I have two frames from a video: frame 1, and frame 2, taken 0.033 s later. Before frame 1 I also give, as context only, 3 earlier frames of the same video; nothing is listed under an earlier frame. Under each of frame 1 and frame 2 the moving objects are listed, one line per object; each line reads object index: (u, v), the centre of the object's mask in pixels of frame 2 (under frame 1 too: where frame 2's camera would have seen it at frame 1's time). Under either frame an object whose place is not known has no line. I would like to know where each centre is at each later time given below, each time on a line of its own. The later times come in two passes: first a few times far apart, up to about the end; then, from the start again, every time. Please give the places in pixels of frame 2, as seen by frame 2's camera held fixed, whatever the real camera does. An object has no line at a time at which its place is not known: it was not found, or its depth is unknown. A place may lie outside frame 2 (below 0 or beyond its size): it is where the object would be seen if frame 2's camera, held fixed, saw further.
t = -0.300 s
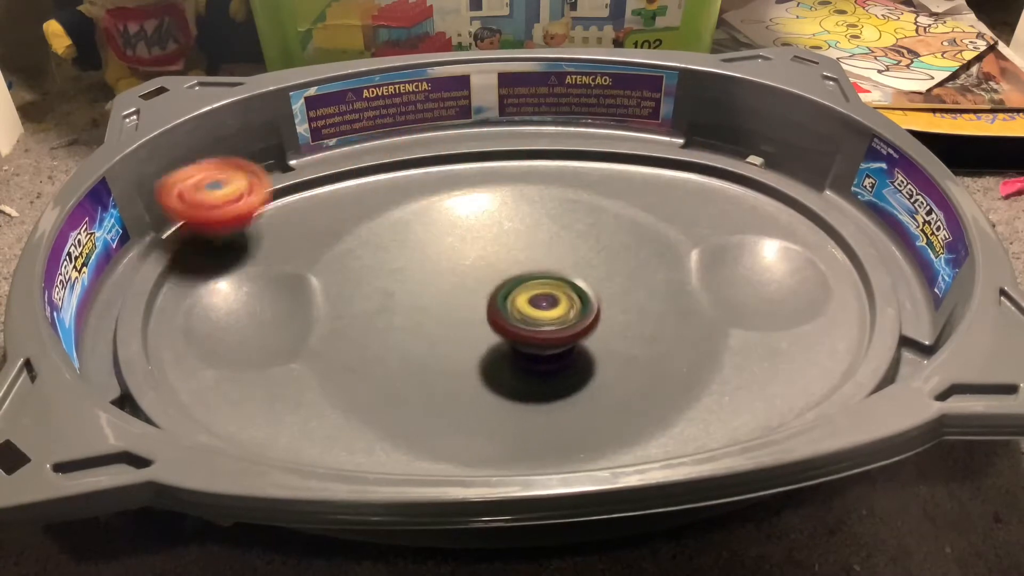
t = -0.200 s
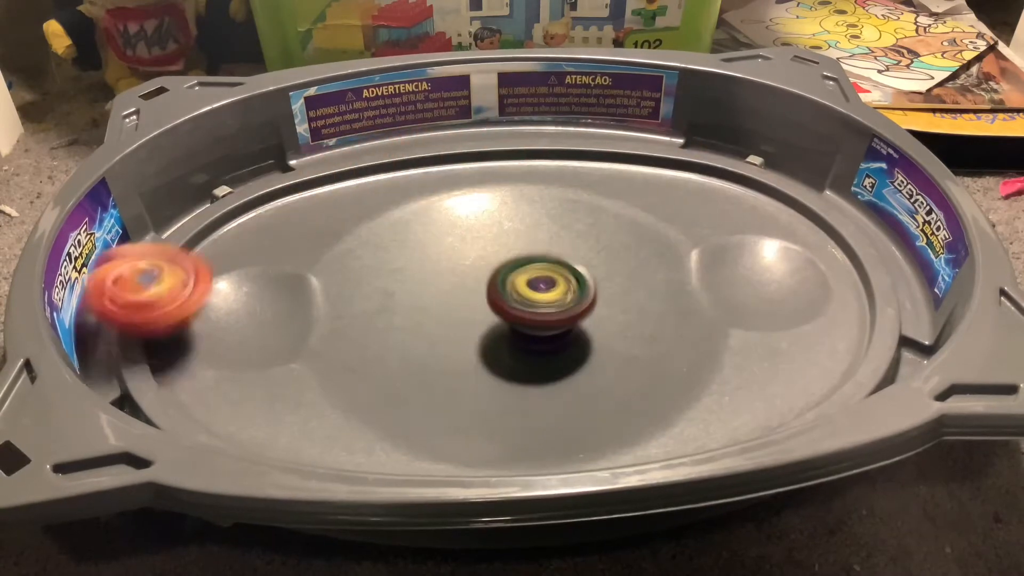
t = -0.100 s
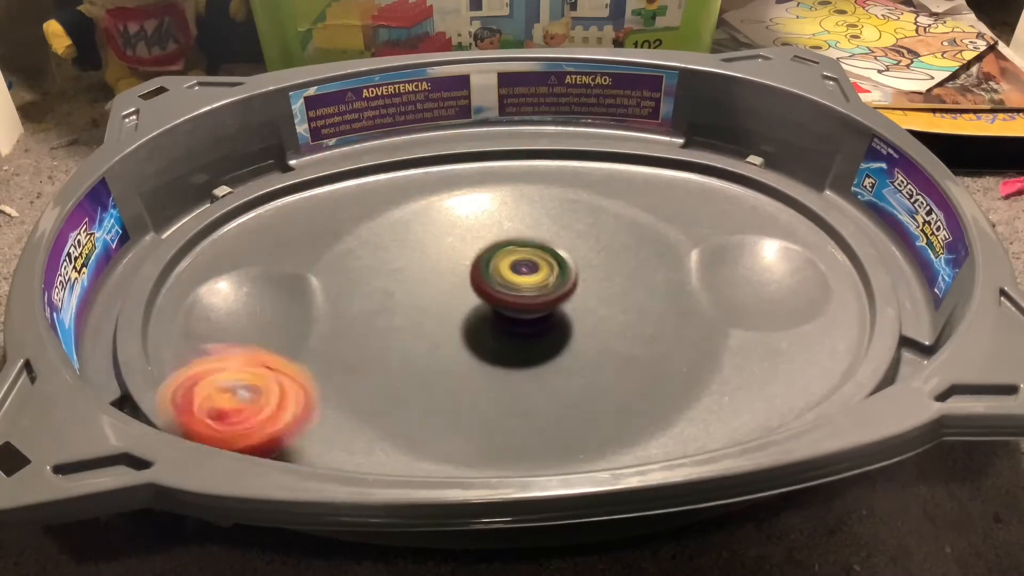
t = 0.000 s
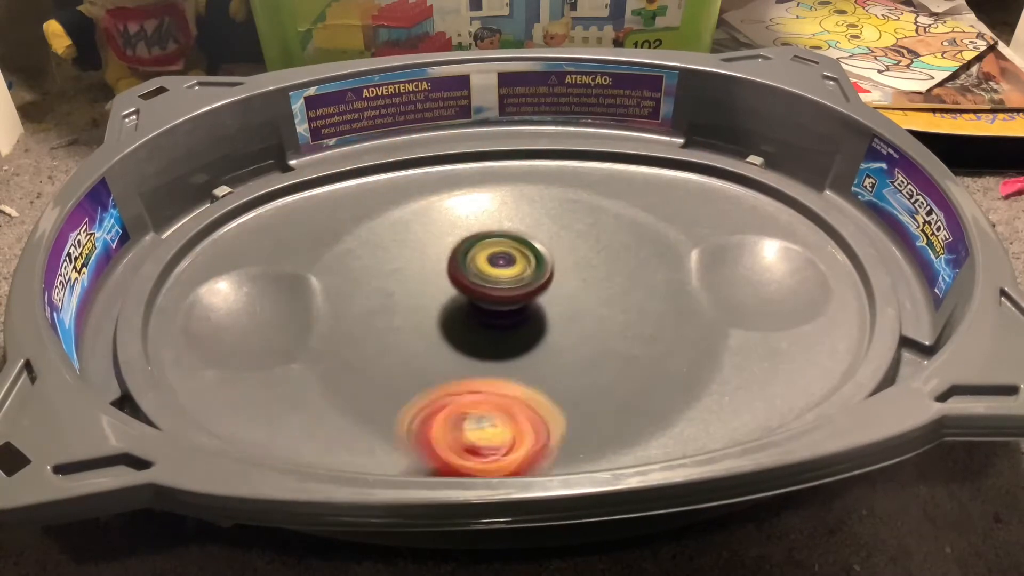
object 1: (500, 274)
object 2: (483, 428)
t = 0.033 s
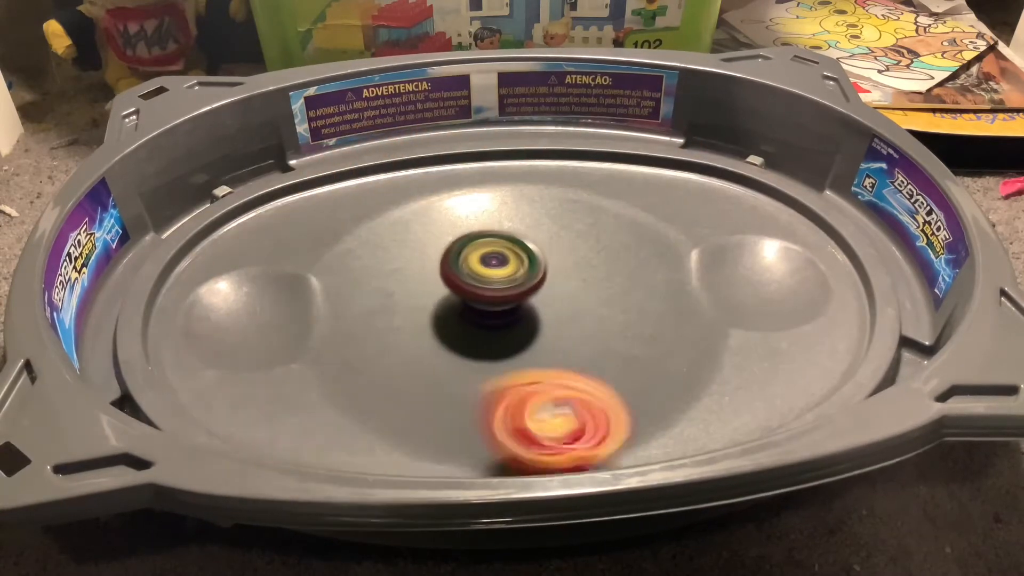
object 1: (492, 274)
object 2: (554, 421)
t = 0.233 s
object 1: (473, 285)
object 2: (751, 265)
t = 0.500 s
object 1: (509, 304)
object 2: (689, 150)
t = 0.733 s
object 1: (537, 294)
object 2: (512, 156)
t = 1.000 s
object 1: (526, 291)
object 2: (369, 338)
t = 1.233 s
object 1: (509, 306)
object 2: (657, 393)
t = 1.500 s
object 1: (512, 308)
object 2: (733, 317)
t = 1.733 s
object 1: (502, 293)
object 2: (627, 217)
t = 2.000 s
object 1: (502, 291)
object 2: (356, 241)
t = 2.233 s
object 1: (519, 288)
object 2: (312, 339)
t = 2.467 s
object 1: (522, 285)
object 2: (530, 374)
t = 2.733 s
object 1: (495, 257)
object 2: (654, 248)
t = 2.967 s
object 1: (396, 294)
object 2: (562, 210)
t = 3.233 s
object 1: (408, 348)
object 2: (560, 309)
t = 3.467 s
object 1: (522, 322)
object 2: (660, 312)
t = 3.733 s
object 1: (507, 211)
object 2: (645, 301)
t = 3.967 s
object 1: (457, 189)
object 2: (557, 354)
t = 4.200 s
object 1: (477, 268)
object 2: (447, 354)
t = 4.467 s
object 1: (568, 311)
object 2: (455, 321)
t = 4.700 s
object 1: (585, 334)
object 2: (551, 276)
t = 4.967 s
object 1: (512, 316)
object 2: (582, 272)
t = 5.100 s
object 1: (469, 288)
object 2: (566, 304)
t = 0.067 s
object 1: (486, 275)
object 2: (616, 402)
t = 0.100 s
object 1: (481, 276)
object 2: (667, 378)
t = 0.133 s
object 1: (478, 278)
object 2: (701, 351)
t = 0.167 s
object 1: (475, 280)
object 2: (724, 316)
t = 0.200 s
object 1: (474, 282)
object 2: (741, 285)
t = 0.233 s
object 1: (473, 285)
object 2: (751, 265)
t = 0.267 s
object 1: (474, 288)
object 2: (767, 242)
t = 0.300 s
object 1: (475, 291)
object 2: (777, 209)
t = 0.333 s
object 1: (478, 294)
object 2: (778, 188)
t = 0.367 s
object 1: (482, 296)
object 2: (776, 171)
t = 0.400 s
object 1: (487, 299)
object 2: (761, 148)
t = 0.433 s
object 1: (493, 301)
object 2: (744, 140)
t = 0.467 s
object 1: (500, 303)
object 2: (719, 147)
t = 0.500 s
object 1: (509, 304)
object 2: (689, 150)
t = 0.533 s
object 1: (516, 304)
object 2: (661, 149)
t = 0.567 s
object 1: (523, 302)
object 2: (635, 146)
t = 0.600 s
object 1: (527, 300)
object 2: (611, 144)
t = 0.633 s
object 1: (529, 298)
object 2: (587, 145)
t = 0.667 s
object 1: (532, 296)
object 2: (565, 146)
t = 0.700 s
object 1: (535, 295)
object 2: (541, 150)
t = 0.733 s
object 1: (537, 294)
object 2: (512, 156)
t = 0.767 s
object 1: (538, 293)
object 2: (478, 168)
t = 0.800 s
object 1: (539, 292)
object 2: (443, 182)
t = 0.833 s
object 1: (539, 291)
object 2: (411, 202)
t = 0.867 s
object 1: (538, 290)
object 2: (385, 225)
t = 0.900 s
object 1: (536, 290)
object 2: (367, 252)
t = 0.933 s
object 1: (533, 290)
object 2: (357, 282)
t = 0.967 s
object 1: (530, 290)
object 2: (357, 311)
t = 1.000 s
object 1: (526, 291)
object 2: (369, 338)
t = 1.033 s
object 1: (523, 292)
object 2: (391, 364)
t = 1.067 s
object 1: (519, 294)
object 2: (426, 385)
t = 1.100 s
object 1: (516, 296)
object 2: (470, 399)
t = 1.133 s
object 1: (513, 299)
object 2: (520, 407)
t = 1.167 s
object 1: (511, 301)
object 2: (571, 407)
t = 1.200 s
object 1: (509, 304)
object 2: (620, 402)
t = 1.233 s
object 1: (509, 306)
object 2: (657, 393)
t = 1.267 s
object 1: (509, 308)
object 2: (681, 383)
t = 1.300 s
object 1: (509, 309)
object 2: (700, 374)
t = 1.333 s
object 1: (509, 310)
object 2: (712, 365)
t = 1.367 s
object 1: (510, 310)
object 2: (722, 357)
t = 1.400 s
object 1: (511, 310)
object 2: (729, 347)
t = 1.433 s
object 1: (511, 310)
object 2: (734, 339)
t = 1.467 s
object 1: (512, 309)
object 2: (734, 329)
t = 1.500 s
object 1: (512, 308)
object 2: (733, 317)
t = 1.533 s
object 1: (513, 306)
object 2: (730, 304)
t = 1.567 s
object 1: (513, 304)
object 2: (725, 288)
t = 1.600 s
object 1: (512, 302)
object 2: (714, 273)
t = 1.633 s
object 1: (510, 299)
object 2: (703, 256)
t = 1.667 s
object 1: (507, 296)
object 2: (685, 241)
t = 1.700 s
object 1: (505, 295)
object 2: (657, 229)
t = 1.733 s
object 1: (502, 293)
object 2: (627, 217)
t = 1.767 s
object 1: (501, 292)
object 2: (592, 209)
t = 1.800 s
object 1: (500, 292)
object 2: (556, 204)
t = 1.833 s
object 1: (499, 291)
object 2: (520, 202)
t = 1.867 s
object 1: (498, 292)
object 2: (482, 203)
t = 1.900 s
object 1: (498, 292)
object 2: (445, 208)
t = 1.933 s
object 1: (499, 292)
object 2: (411, 216)
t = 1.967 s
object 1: (500, 292)
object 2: (383, 227)
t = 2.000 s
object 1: (502, 291)
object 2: (356, 241)
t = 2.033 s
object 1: (504, 292)
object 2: (335, 258)
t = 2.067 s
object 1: (507, 292)
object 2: (317, 281)
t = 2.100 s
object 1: (510, 291)
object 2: (304, 297)
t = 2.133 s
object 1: (513, 290)
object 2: (299, 307)
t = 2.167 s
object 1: (515, 290)
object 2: (303, 316)
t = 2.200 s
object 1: (517, 289)
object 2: (305, 327)
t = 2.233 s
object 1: (519, 288)
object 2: (312, 339)
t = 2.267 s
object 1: (520, 287)
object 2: (323, 348)
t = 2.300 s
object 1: (521, 286)
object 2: (340, 355)
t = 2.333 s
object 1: (522, 286)
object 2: (366, 365)
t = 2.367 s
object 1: (522, 287)
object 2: (404, 376)
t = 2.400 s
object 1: (522, 287)
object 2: (451, 382)
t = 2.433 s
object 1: (522, 288)
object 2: (495, 382)
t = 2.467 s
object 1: (522, 285)
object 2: (530, 374)
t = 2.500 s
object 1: (521, 284)
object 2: (561, 359)
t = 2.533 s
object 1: (521, 284)
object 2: (585, 350)
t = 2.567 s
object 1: (519, 281)
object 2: (613, 338)
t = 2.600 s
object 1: (515, 271)
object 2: (636, 322)
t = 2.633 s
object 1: (511, 269)
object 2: (652, 307)
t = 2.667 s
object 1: (506, 262)
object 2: (661, 287)
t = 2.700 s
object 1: (500, 259)
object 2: (663, 268)
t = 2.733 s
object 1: (495, 257)
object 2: (654, 248)
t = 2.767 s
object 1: (489, 258)
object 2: (636, 234)
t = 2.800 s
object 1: (485, 258)
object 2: (610, 224)
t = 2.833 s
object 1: (481, 262)
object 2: (581, 221)
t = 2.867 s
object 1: (460, 270)
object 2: (572, 218)
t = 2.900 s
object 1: (431, 279)
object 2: (572, 212)
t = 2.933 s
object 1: (411, 287)
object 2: (566, 209)
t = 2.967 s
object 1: (396, 294)
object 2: (562, 210)
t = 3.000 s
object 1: (384, 302)
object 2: (556, 212)
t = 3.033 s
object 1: (375, 309)
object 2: (547, 221)
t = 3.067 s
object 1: (370, 317)
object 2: (541, 233)
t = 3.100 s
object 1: (369, 324)
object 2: (538, 246)
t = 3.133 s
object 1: (373, 331)
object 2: (537, 264)
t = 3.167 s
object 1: (381, 338)
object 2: (542, 282)
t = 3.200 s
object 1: (393, 343)
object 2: (548, 296)
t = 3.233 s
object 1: (408, 348)
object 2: (560, 309)
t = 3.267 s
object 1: (424, 351)
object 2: (577, 320)
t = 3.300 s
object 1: (442, 351)
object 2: (589, 326)
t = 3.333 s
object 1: (463, 350)
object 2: (607, 329)
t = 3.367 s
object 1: (483, 347)
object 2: (623, 329)
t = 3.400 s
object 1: (501, 341)
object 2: (634, 325)
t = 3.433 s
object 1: (518, 334)
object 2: (649, 321)
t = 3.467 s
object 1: (522, 322)
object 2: (660, 312)
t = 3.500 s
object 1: (529, 309)
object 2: (669, 307)
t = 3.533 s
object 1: (537, 295)
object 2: (677, 298)
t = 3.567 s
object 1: (543, 283)
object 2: (678, 288)
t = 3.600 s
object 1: (549, 272)
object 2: (669, 279)
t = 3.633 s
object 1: (550, 260)
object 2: (652, 276)
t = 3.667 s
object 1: (536, 243)
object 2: (655, 281)
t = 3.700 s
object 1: (519, 227)
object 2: (650, 291)
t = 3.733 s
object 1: (507, 211)
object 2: (645, 301)
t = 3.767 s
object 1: (497, 201)
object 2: (638, 312)
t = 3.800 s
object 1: (487, 191)
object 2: (629, 321)
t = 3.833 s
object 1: (480, 185)
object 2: (618, 329)
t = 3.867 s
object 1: (472, 182)
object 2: (603, 337)
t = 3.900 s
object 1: (466, 180)
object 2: (588, 346)
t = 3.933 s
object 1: (460, 183)
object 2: (573, 352)
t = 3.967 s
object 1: (457, 189)
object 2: (557, 354)
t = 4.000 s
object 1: (455, 197)
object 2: (540, 357)
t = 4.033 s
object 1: (454, 208)
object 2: (524, 358)
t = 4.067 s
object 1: (455, 222)
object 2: (507, 357)
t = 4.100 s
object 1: (457, 236)
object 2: (490, 353)
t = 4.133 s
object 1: (459, 251)
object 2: (474, 348)
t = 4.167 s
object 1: (464, 266)
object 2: (460, 344)
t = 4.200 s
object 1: (477, 268)
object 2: (447, 354)
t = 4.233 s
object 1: (488, 274)
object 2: (438, 346)
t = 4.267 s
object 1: (496, 284)
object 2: (430, 344)
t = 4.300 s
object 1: (512, 288)
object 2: (426, 343)
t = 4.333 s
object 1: (525, 295)
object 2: (424, 333)
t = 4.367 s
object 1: (535, 300)
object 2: (426, 327)
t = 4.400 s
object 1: (549, 302)
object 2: (434, 323)
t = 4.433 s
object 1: (559, 307)
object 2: (445, 319)
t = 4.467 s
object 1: (568, 311)
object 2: (455, 321)
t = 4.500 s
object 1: (577, 316)
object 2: (466, 316)
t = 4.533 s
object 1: (584, 322)
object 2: (480, 315)
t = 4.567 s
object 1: (587, 326)
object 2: (493, 311)
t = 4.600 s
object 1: (591, 328)
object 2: (504, 304)
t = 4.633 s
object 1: (592, 330)
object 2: (519, 299)
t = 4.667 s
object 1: (591, 332)
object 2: (533, 284)
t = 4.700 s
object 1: (585, 334)
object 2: (551, 276)
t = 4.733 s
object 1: (579, 333)
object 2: (567, 268)
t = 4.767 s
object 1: (573, 333)
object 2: (580, 265)
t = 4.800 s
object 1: (563, 331)
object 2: (590, 265)
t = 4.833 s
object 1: (551, 330)
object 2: (593, 265)
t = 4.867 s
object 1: (542, 329)
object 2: (594, 268)
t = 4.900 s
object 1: (533, 325)
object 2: (590, 268)
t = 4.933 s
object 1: (522, 321)
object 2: (585, 270)
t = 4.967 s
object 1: (512, 316)
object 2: (582, 272)
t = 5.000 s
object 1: (503, 310)
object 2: (575, 281)
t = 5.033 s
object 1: (493, 303)
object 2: (569, 286)
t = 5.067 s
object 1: (478, 295)
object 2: (566, 295)
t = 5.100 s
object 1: (469, 288)
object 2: (566, 304)
